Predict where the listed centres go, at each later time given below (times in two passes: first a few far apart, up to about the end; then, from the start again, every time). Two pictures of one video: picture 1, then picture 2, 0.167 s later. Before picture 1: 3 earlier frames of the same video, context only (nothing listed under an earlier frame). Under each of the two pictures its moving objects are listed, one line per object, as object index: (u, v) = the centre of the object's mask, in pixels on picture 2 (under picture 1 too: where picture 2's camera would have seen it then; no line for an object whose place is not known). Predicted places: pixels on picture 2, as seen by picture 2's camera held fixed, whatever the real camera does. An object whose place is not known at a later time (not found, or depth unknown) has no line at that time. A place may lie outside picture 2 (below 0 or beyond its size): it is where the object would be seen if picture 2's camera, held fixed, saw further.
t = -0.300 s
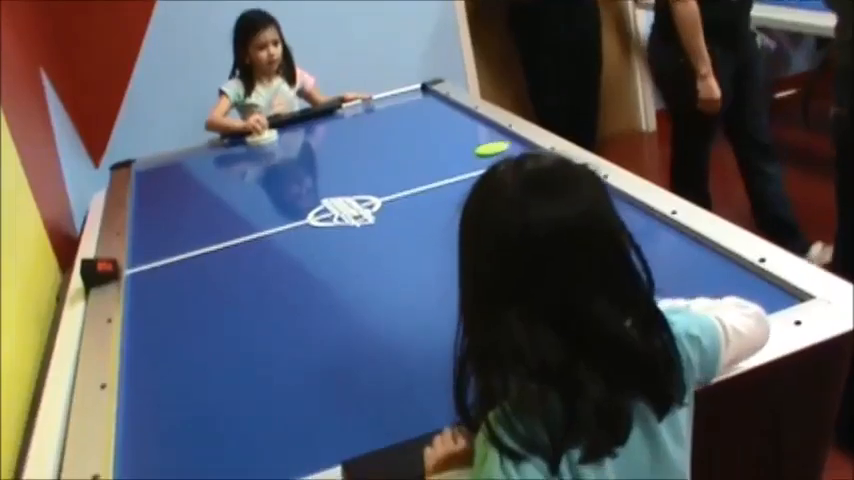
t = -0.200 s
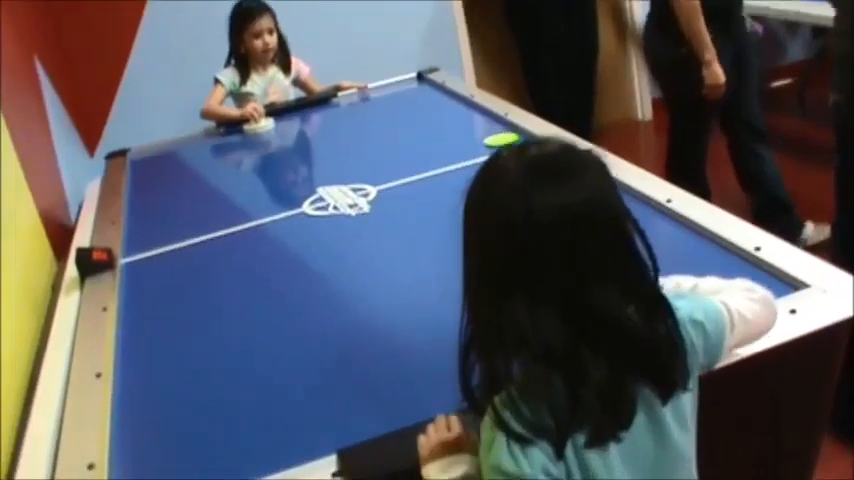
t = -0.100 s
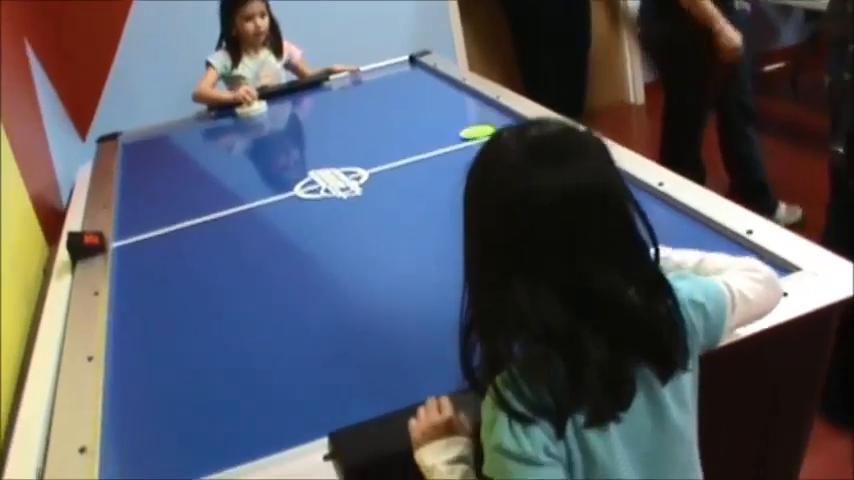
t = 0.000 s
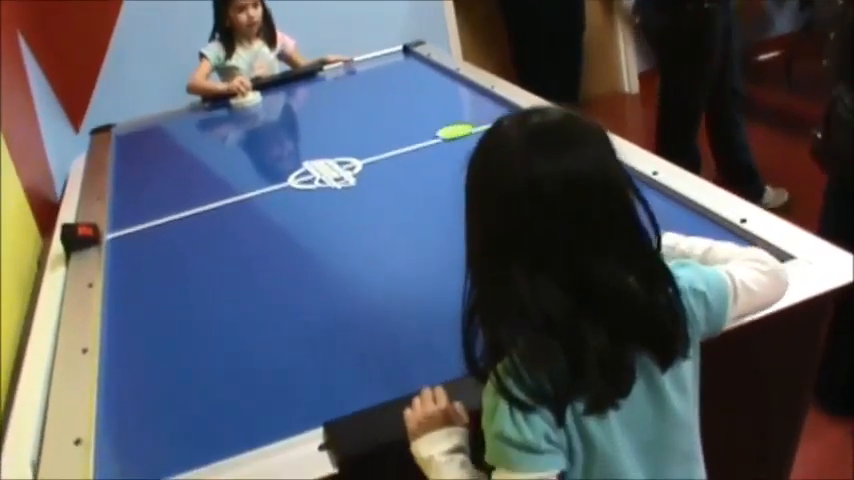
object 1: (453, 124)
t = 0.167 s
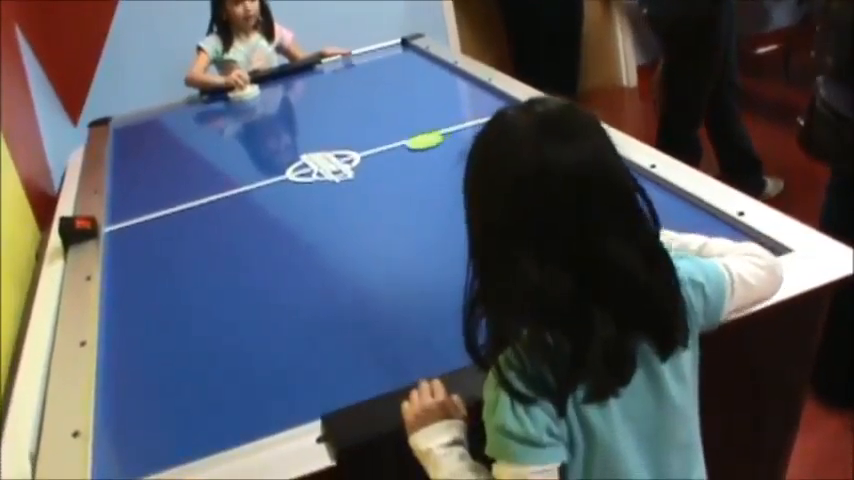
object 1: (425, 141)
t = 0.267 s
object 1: (408, 150)
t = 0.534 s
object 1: (358, 181)
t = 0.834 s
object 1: (301, 215)
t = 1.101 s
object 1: (247, 247)
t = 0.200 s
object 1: (419, 144)
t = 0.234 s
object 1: (413, 147)
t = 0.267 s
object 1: (408, 150)
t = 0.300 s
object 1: (401, 155)
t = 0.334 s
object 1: (394, 159)
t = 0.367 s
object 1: (388, 162)
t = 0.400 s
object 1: (383, 166)
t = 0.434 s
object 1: (376, 170)
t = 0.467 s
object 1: (371, 173)
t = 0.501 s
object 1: (364, 177)
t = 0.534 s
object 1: (358, 181)
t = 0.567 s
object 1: (352, 185)
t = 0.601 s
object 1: (346, 189)
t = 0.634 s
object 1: (340, 193)
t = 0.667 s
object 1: (333, 197)
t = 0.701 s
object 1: (327, 200)
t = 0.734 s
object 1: (320, 204)
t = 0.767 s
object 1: (314, 208)
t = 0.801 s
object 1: (307, 212)
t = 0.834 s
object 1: (301, 215)
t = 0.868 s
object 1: (295, 219)
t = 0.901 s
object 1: (288, 223)
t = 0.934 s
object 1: (281, 227)
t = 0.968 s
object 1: (275, 231)
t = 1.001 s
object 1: (267, 236)
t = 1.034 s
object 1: (261, 239)
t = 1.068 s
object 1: (254, 243)
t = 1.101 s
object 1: (247, 247)
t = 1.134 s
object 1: (240, 252)
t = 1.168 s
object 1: (234, 256)
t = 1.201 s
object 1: (227, 260)
